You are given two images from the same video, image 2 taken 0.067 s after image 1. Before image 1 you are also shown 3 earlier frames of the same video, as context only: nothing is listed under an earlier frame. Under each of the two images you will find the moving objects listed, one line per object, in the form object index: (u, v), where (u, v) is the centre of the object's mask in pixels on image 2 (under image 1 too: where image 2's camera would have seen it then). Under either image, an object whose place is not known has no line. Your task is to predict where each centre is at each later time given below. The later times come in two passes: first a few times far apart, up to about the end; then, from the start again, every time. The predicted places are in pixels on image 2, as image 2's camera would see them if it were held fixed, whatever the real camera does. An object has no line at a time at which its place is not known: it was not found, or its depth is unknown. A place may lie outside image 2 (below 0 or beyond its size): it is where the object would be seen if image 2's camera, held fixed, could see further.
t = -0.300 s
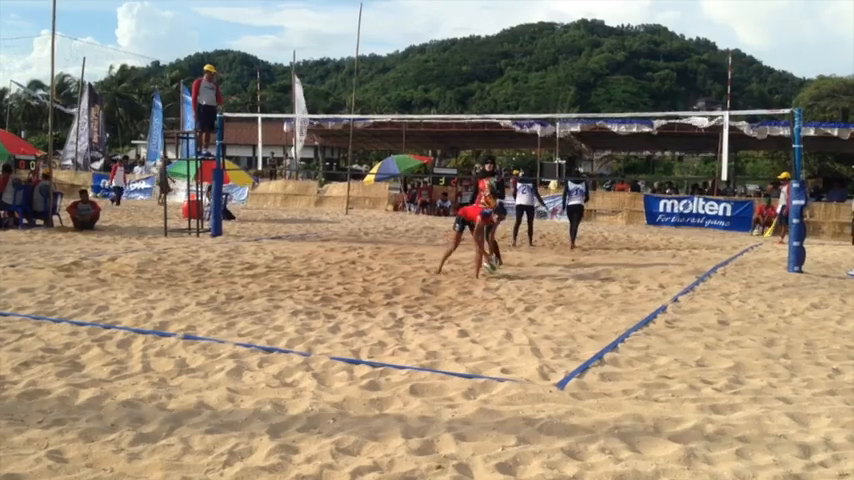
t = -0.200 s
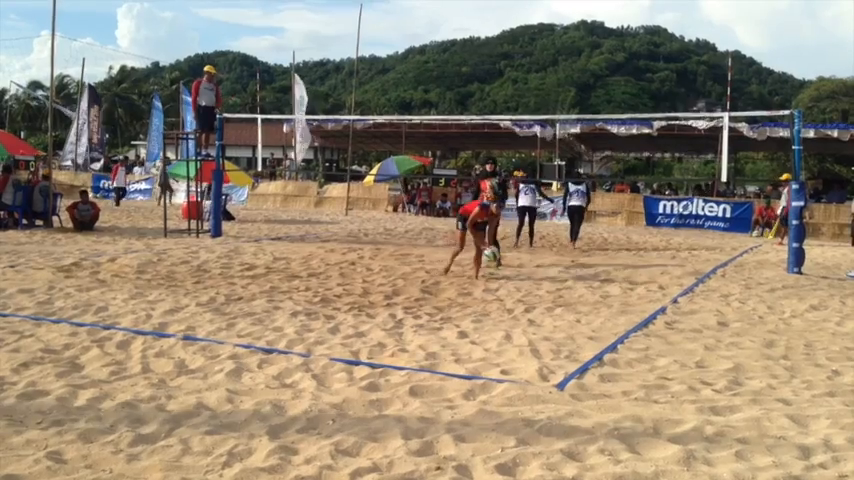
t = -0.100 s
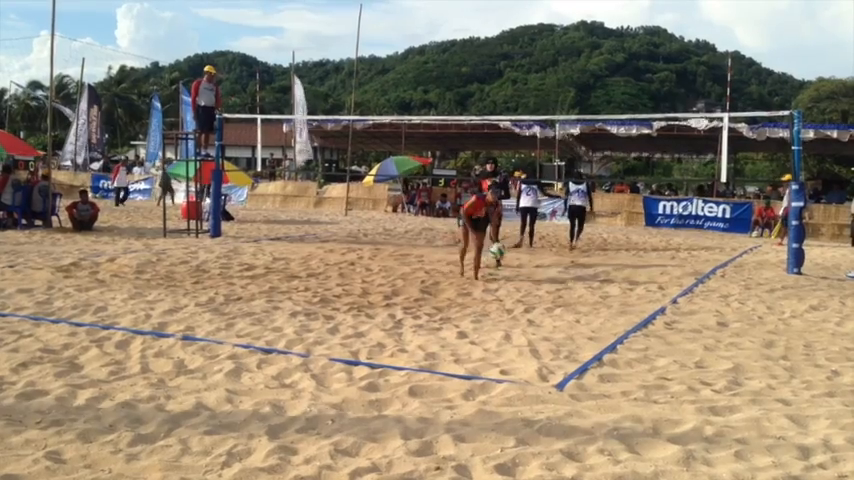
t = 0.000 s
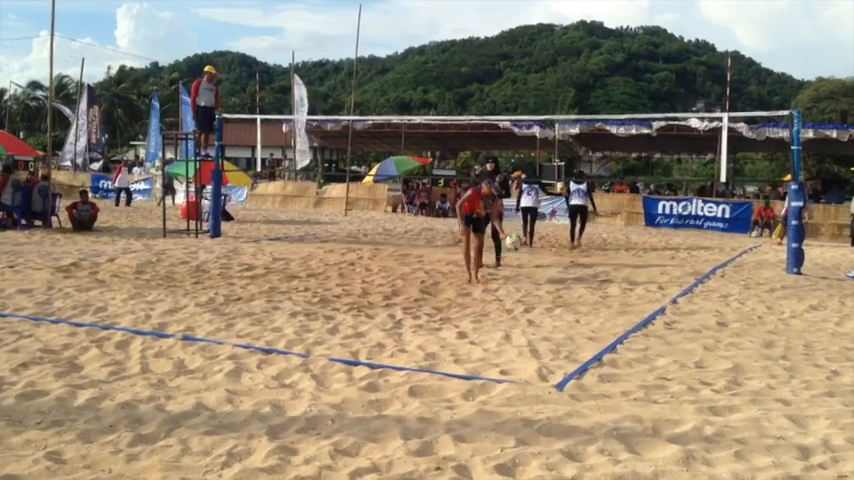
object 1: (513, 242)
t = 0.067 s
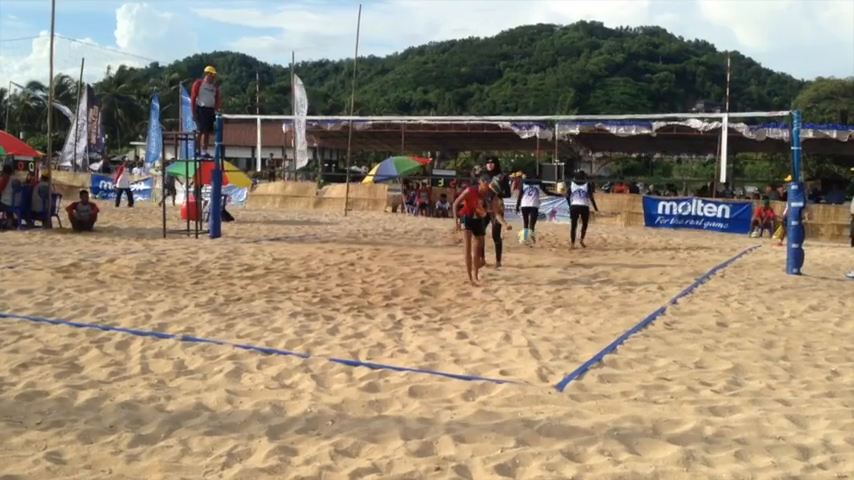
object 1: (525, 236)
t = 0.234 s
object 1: (561, 238)
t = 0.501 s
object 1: (633, 297)
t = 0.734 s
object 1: (687, 300)
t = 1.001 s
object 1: (753, 343)
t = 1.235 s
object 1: (814, 377)
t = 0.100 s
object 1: (533, 236)
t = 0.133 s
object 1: (539, 234)
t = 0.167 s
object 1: (547, 235)
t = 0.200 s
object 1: (553, 236)
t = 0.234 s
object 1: (561, 238)
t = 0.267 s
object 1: (568, 239)
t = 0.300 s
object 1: (577, 244)
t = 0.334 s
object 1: (586, 250)
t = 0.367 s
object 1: (595, 256)
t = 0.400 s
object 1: (605, 264)
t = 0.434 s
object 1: (614, 273)
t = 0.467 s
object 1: (623, 284)
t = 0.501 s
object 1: (633, 297)
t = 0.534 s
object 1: (643, 313)
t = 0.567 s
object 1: (651, 318)
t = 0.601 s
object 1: (659, 313)
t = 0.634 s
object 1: (665, 307)
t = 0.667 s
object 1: (673, 304)
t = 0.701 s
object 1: (680, 301)
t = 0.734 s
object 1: (687, 300)
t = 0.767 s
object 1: (694, 300)
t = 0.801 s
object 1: (703, 301)
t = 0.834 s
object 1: (710, 304)
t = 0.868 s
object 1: (719, 308)
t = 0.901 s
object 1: (728, 314)
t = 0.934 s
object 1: (735, 322)
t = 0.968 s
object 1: (744, 332)
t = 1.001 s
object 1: (753, 343)
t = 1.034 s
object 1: (761, 355)
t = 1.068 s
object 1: (771, 365)
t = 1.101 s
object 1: (779, 366)
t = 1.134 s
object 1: (789, 368)
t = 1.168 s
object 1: (796, 369)
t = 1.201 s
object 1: (806, 373)
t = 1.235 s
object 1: (814, 377)
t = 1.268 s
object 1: (823, 379)
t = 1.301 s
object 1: (833, 382)
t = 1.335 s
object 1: (840, 386)
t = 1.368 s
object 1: (845, 389)
